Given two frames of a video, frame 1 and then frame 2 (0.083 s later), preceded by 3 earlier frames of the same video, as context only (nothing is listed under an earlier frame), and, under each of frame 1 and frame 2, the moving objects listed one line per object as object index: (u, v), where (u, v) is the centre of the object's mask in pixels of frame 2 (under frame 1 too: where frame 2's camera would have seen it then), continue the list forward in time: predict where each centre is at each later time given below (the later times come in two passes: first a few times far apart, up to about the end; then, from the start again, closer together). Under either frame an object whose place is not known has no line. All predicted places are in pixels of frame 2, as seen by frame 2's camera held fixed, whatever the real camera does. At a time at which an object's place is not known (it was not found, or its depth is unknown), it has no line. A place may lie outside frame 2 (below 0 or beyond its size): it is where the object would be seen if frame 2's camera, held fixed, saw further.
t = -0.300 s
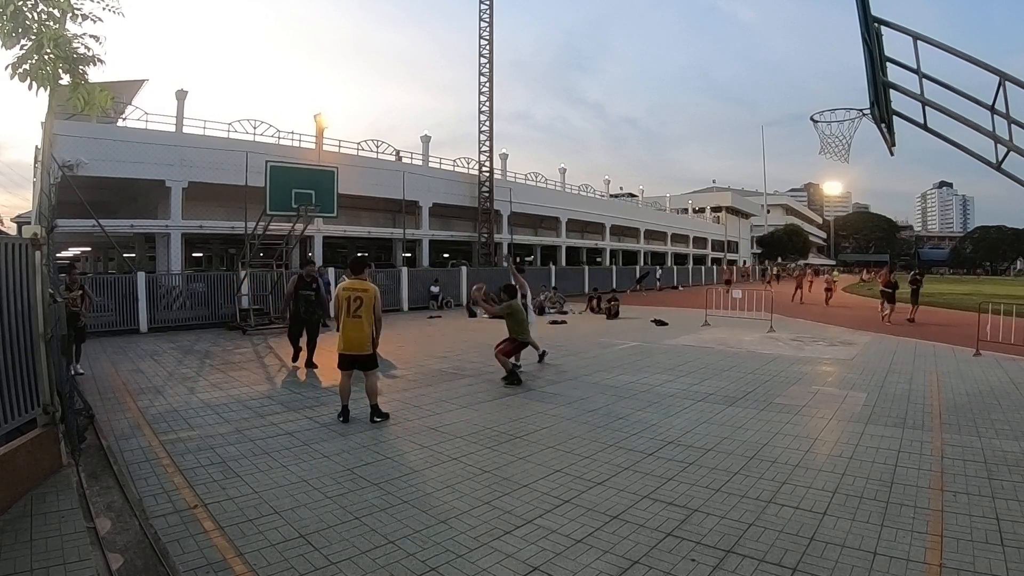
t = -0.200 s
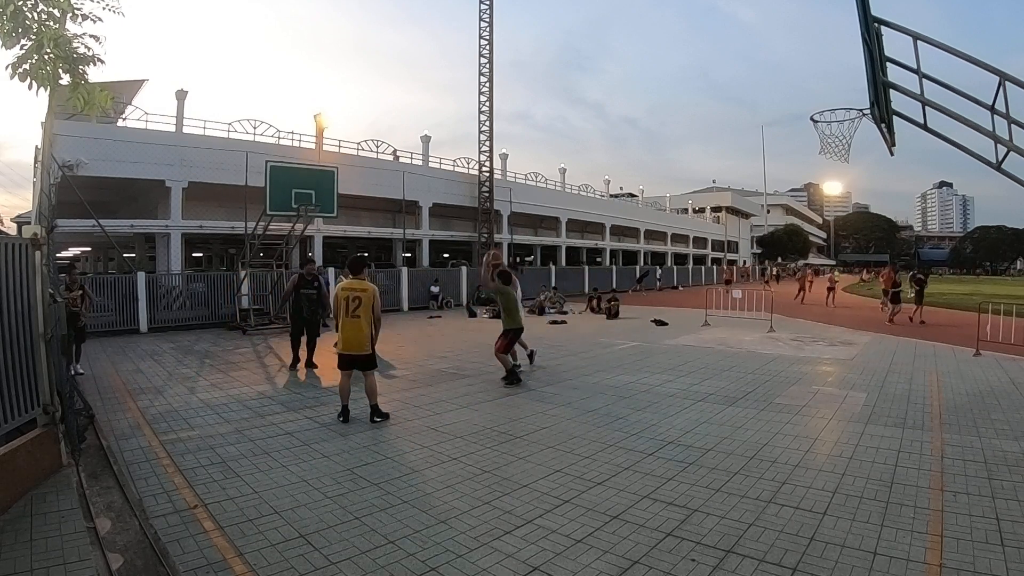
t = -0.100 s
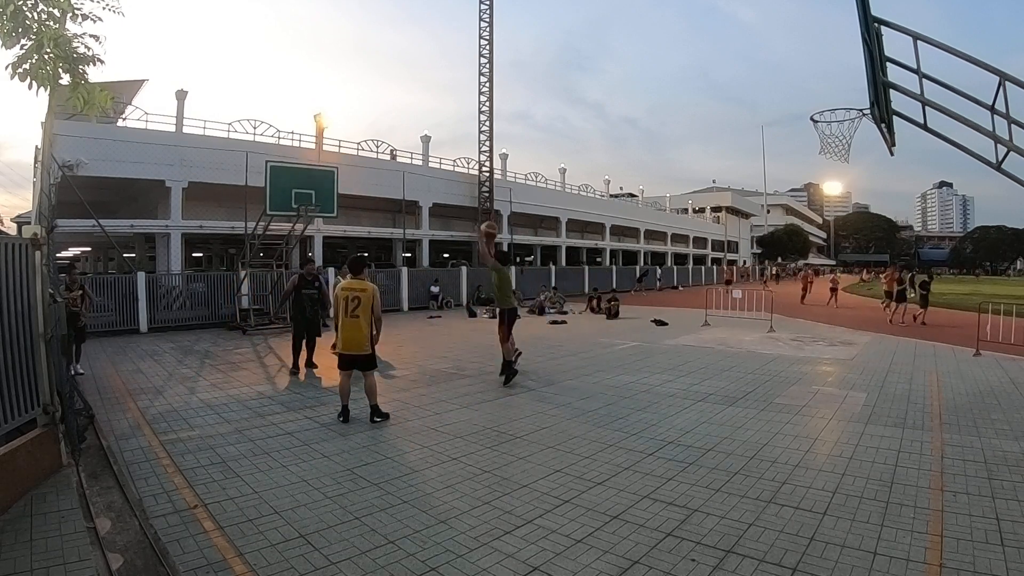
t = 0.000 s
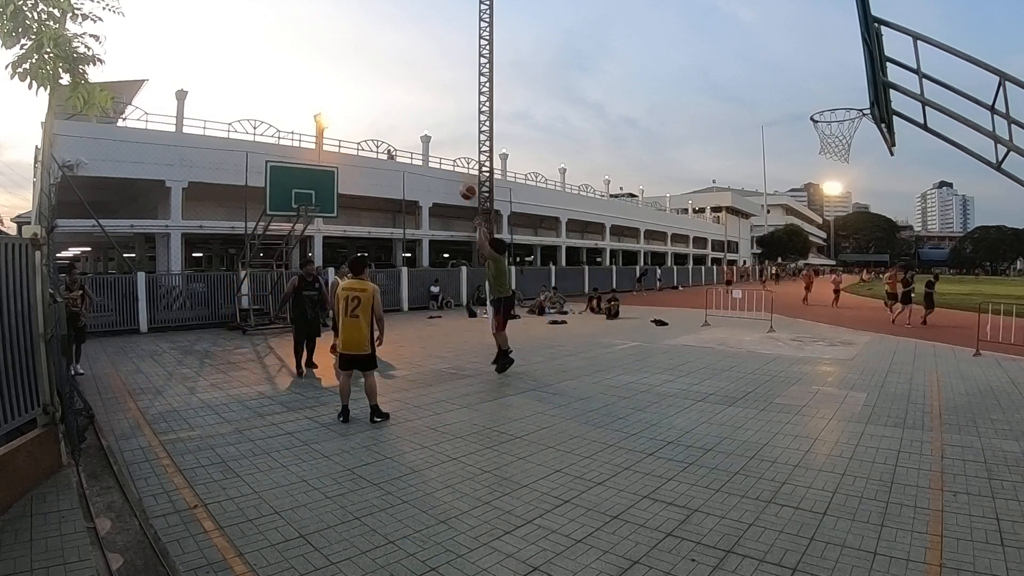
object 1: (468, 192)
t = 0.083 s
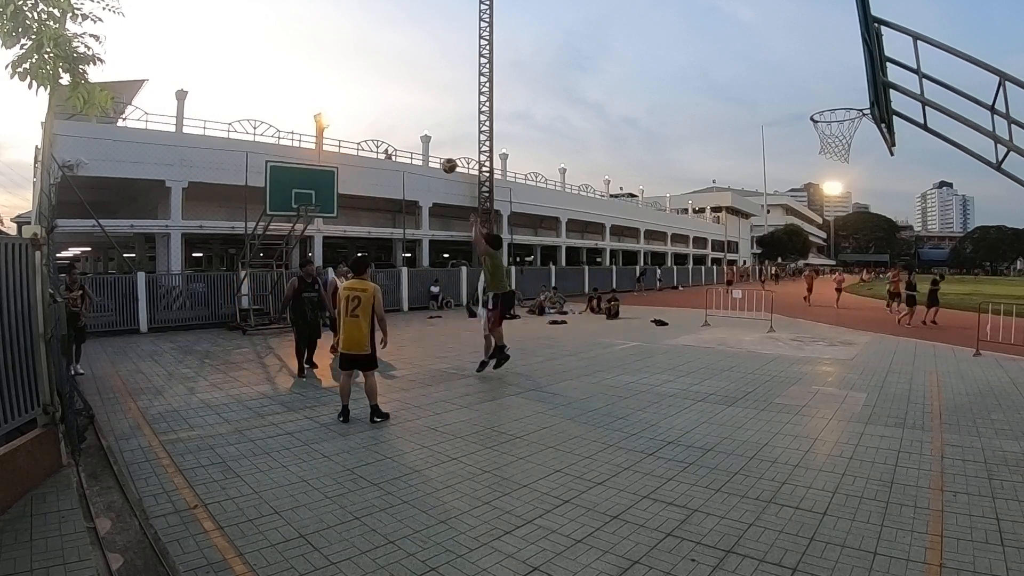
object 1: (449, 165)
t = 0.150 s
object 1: (436, 149)
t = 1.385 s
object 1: (316, 217)
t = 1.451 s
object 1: (313, 219)
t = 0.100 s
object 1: (445, 161)
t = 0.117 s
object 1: (442, 157)
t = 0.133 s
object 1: (439, 153)
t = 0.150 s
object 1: (436, 149)
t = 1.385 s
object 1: (316, 217)
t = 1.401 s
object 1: (316, 218)
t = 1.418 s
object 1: (315, 219)
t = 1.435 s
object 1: (314, 217)
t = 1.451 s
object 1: (313, 219)
